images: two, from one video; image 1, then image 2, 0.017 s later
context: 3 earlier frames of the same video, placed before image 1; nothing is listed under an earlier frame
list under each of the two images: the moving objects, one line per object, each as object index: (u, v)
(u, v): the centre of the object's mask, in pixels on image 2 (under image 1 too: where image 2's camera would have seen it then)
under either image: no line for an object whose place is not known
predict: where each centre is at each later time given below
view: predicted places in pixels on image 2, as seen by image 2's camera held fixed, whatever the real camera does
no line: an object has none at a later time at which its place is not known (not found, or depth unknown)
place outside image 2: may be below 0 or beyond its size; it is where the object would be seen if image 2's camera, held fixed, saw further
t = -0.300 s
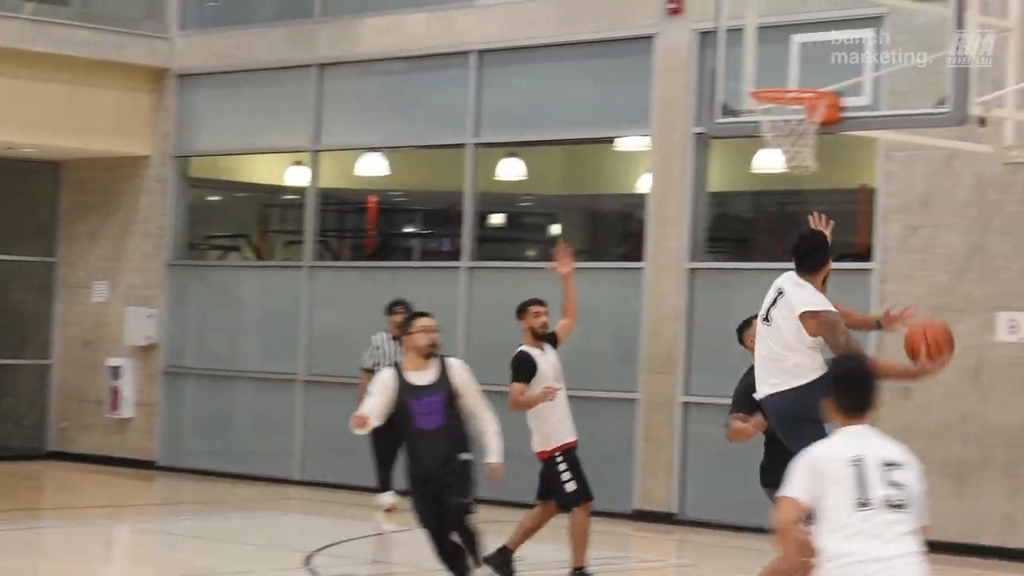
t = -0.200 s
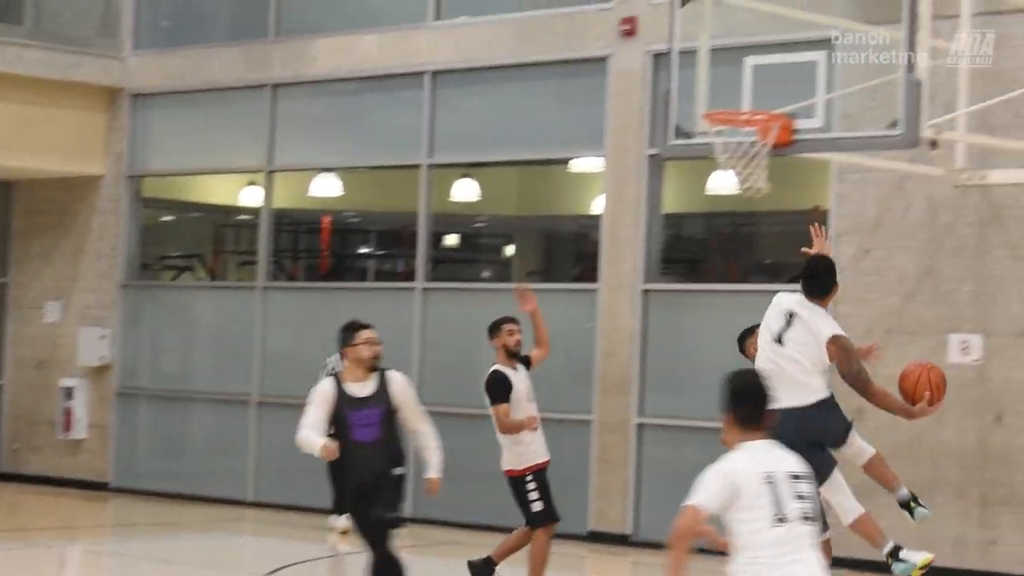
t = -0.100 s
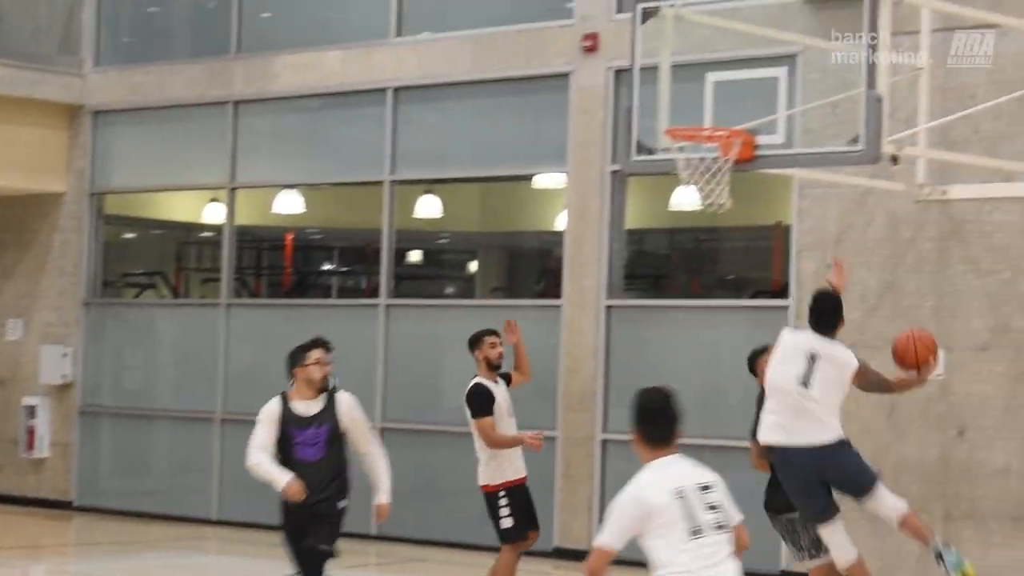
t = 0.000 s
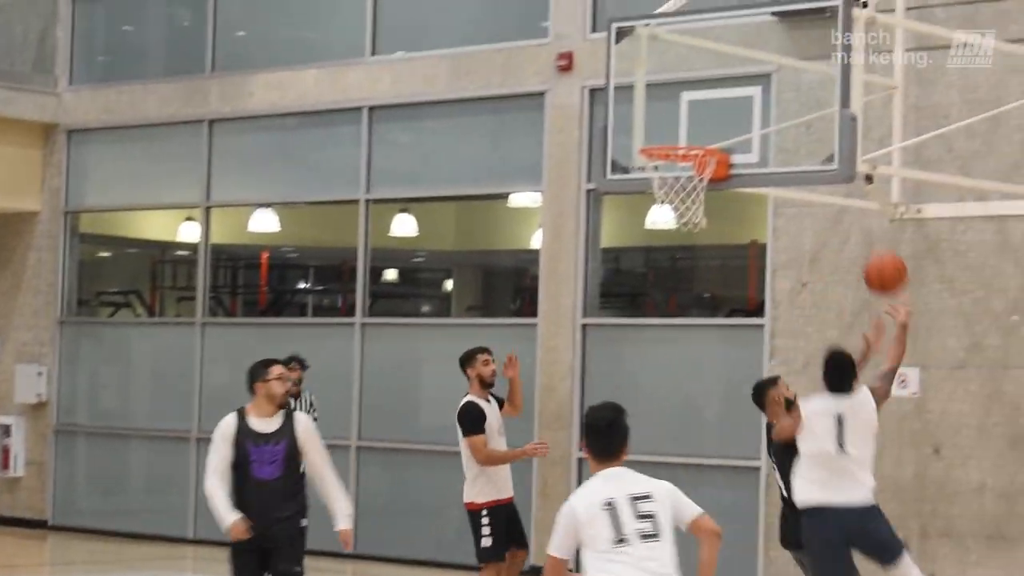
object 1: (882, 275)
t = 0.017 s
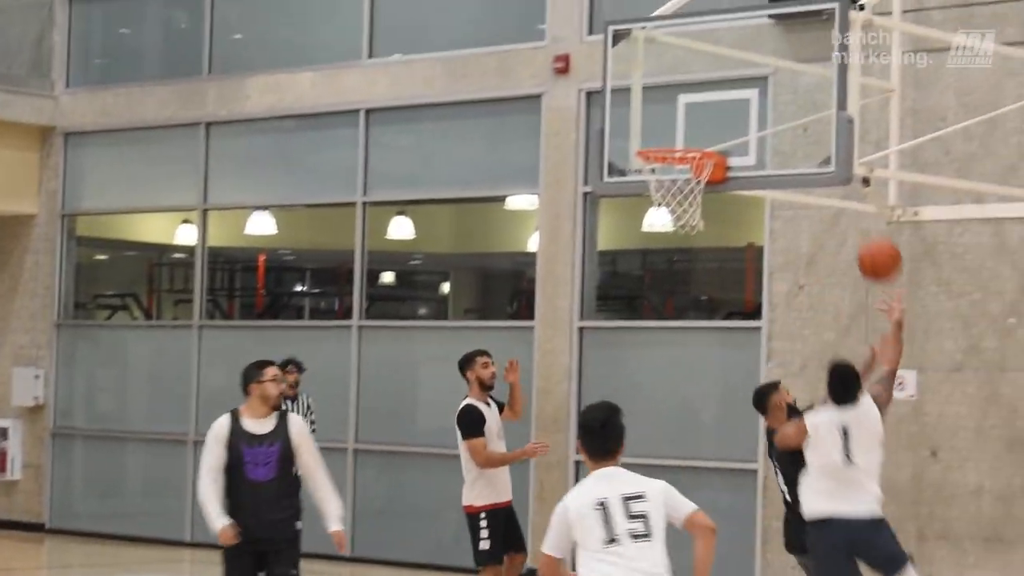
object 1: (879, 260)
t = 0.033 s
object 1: (877, 244)
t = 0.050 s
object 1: (874, 230)
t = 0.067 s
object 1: (871, 215)
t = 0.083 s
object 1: (868, 200)
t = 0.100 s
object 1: (866, 188)
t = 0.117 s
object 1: (864, 177)
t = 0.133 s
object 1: (862, 165)
